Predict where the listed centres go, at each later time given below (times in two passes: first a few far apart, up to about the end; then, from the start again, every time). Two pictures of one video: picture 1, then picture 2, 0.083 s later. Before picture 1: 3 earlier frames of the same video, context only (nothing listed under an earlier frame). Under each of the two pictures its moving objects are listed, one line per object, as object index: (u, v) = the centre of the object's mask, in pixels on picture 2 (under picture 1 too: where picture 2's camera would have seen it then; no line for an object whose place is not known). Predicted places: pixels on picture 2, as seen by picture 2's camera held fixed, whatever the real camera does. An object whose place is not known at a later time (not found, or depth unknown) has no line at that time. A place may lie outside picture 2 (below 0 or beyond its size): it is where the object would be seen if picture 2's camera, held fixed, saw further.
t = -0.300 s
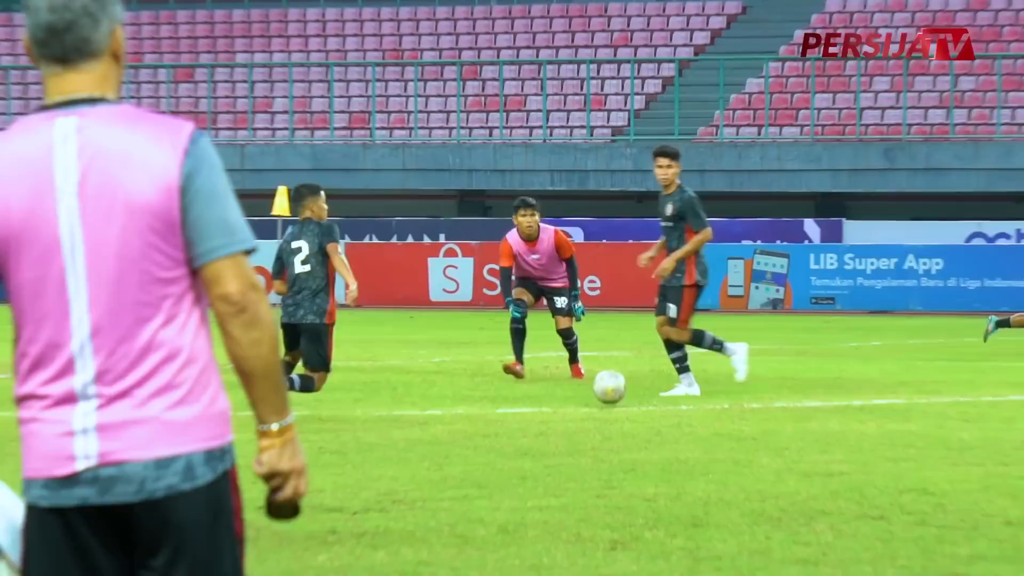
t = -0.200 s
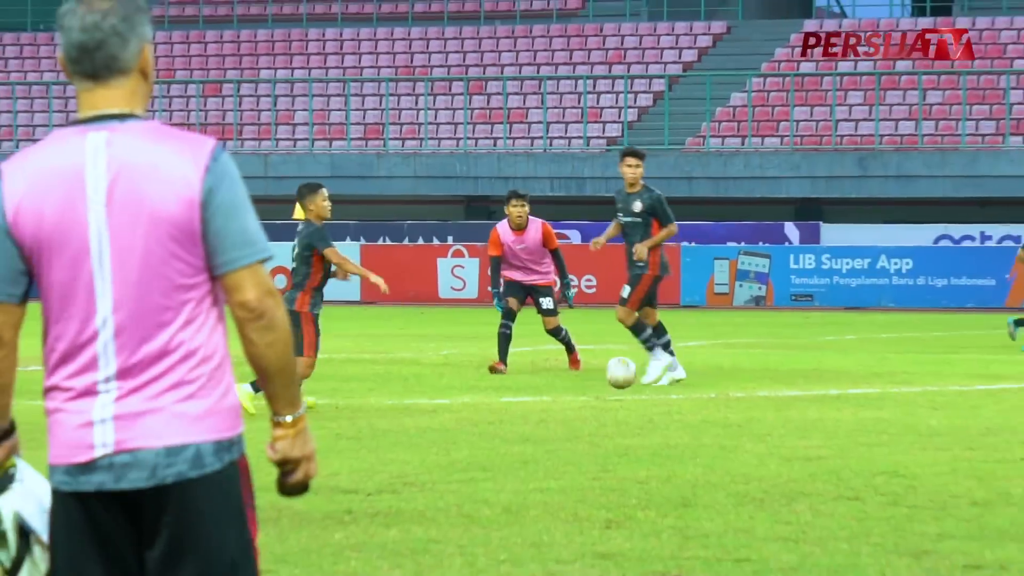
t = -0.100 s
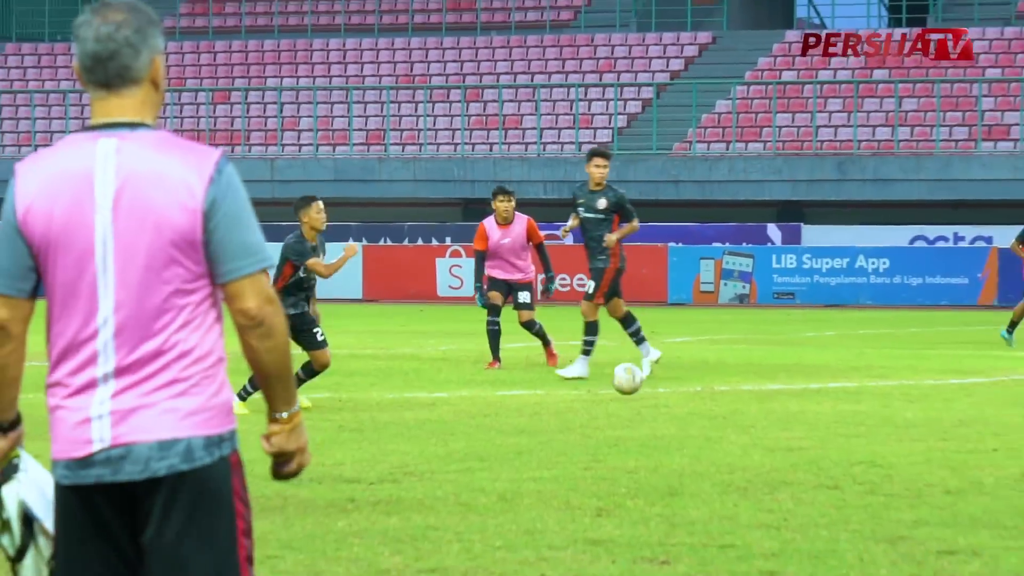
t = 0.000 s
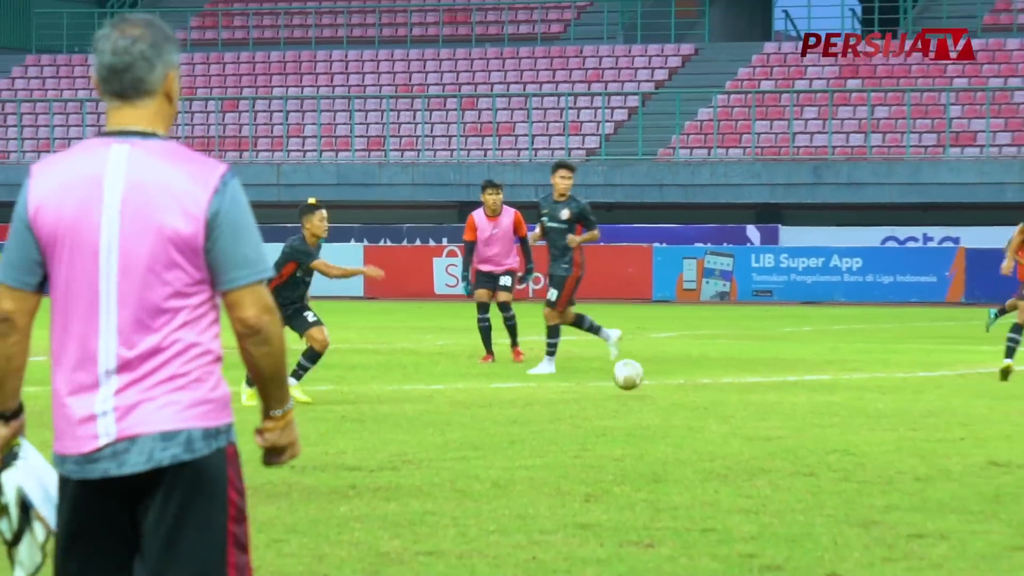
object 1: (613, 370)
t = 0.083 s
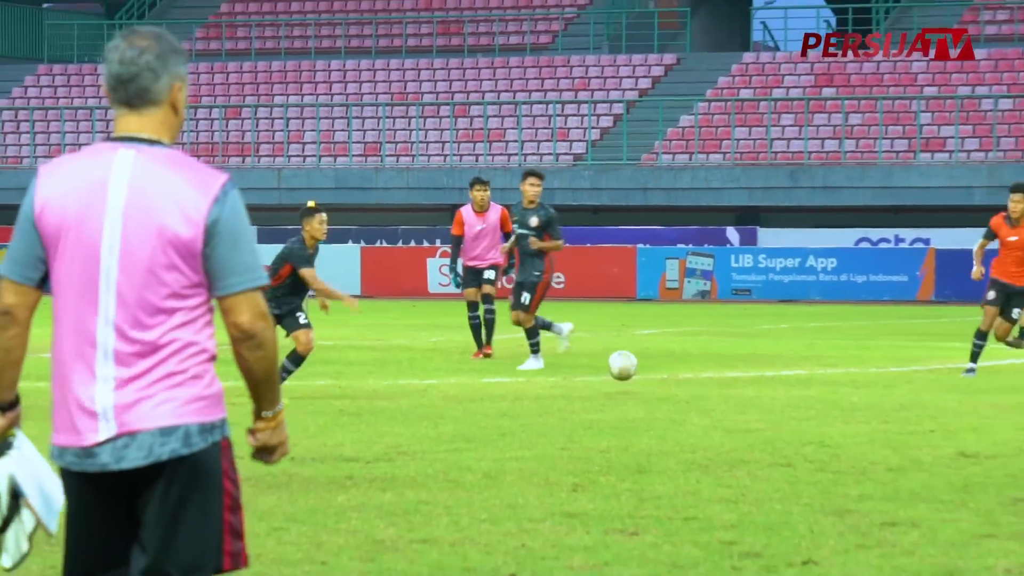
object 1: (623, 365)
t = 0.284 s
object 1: (646, 389)
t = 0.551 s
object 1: (678, 399)
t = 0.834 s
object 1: (715, 417)
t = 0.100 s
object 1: (624, 365)
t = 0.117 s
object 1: (626, 366)
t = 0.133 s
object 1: (628, 367)
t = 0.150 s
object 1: (630, 369)
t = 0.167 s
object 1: (632, 370)
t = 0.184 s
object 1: (634, 373)
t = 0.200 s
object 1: (636, 377)
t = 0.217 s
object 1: (637, 379)
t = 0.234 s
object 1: (640, 383)
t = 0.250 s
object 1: (643, 388)
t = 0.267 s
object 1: (644, 390)
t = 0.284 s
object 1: (646, 389)
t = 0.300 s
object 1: (648, 386)
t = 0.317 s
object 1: (650, 384)
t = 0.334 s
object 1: (652, 382)
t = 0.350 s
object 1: (654, 380)
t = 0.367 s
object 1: (655, 380)
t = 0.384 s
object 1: (657, 379)
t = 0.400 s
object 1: (660, 379)
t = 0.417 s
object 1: (661, 379)
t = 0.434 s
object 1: (664, 380)
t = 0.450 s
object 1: (666, 382)
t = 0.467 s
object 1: (667, 382)
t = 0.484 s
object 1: (669, 384)
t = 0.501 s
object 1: (671, 387)
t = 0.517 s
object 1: (673, 389)
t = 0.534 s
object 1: (675, 394)
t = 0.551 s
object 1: (678, 399)
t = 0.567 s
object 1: (679, 402)
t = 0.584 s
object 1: (681, 406)
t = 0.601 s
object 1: (684, 405)
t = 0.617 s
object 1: (686, 404)
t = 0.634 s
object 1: (688, 402)
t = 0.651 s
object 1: (691, 400)
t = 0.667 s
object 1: (692, 399)
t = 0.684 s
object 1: (694, 399)
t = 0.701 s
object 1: (698, 400)
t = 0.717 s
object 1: (699, 401)
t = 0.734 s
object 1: (702, 402)
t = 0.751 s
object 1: (704, 404)
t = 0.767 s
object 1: (705, 405)
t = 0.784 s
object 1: (708, 408)
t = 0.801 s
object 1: (712, 412)
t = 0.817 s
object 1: (713, 414)
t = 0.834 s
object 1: (715, 417)
